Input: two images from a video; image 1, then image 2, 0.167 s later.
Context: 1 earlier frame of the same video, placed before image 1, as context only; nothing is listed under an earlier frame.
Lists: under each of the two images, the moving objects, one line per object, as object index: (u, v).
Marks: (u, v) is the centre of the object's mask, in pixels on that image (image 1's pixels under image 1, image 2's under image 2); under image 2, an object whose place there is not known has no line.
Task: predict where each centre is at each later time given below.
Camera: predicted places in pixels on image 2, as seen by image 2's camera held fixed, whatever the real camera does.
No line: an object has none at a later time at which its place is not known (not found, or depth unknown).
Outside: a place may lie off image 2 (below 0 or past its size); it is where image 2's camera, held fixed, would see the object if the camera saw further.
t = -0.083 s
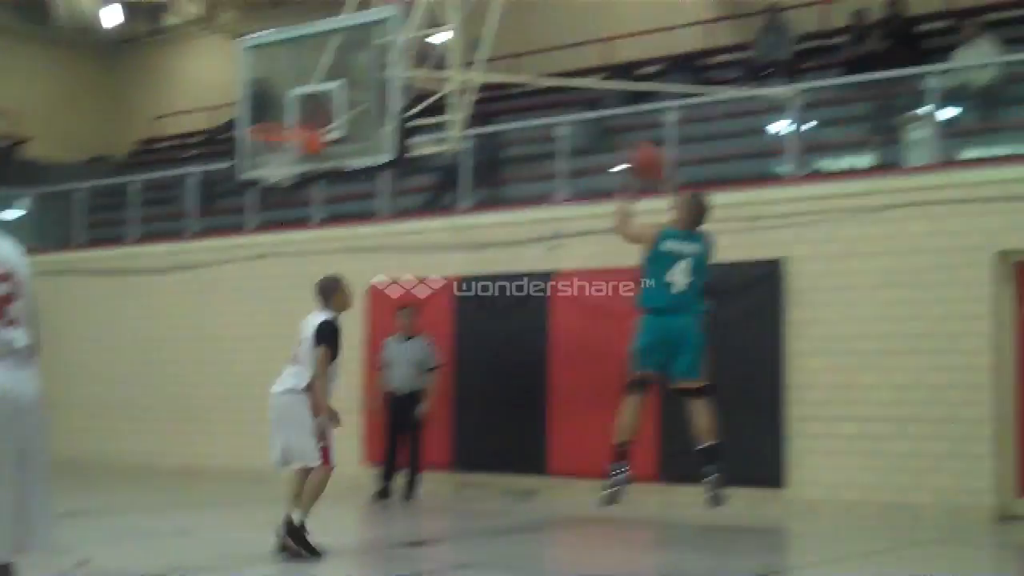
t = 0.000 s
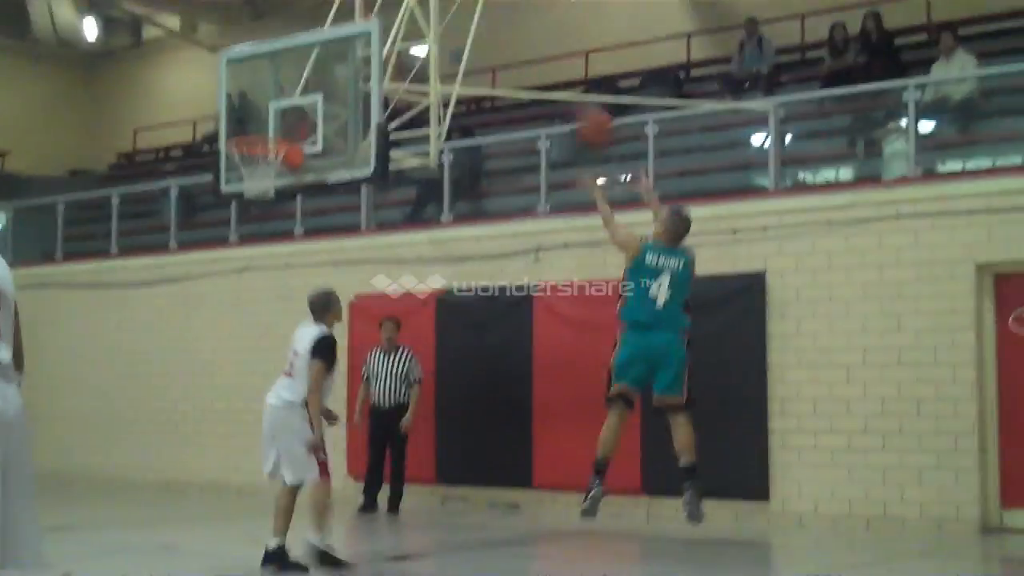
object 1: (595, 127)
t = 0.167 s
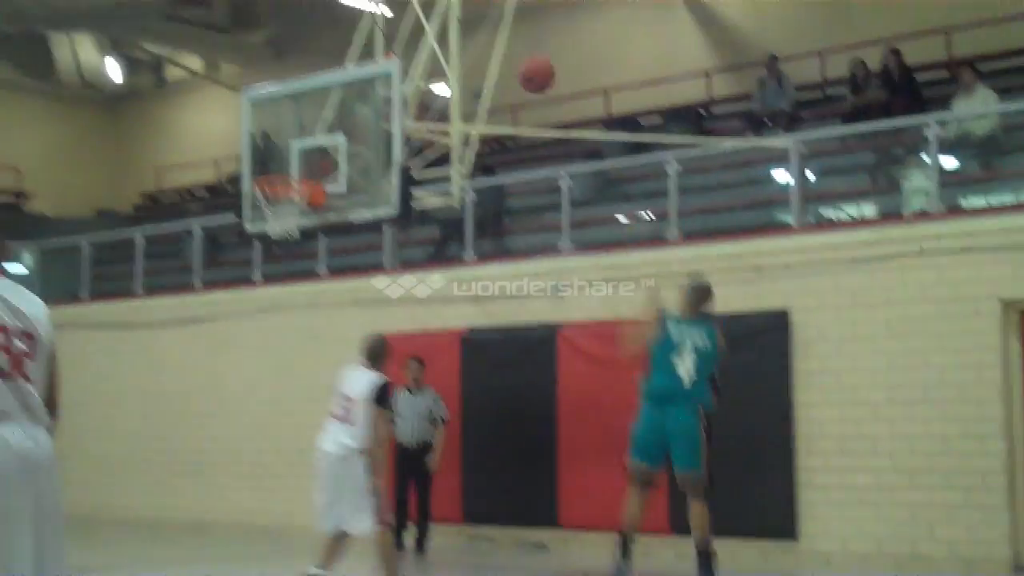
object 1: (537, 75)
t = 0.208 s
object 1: (522, 63)
